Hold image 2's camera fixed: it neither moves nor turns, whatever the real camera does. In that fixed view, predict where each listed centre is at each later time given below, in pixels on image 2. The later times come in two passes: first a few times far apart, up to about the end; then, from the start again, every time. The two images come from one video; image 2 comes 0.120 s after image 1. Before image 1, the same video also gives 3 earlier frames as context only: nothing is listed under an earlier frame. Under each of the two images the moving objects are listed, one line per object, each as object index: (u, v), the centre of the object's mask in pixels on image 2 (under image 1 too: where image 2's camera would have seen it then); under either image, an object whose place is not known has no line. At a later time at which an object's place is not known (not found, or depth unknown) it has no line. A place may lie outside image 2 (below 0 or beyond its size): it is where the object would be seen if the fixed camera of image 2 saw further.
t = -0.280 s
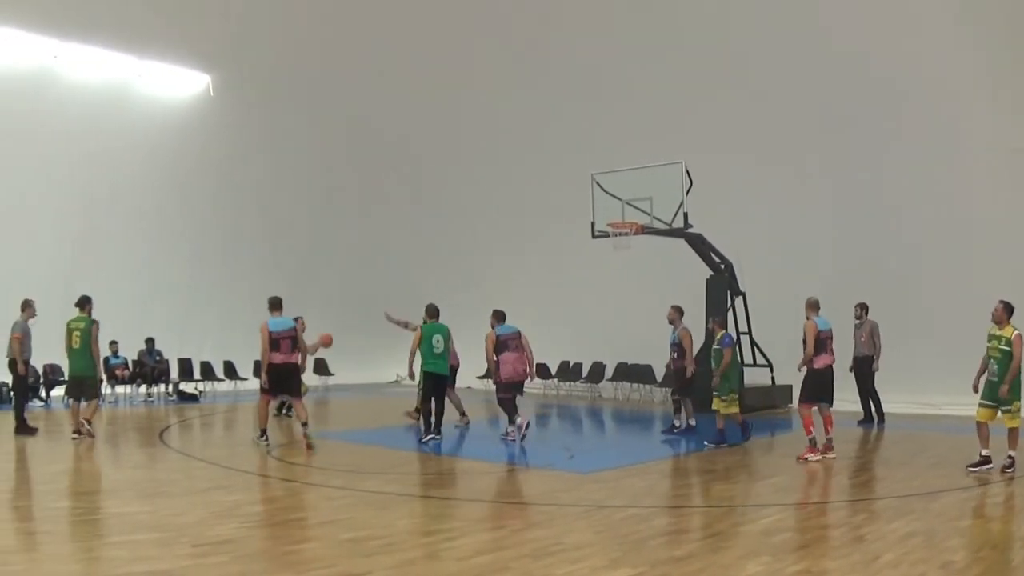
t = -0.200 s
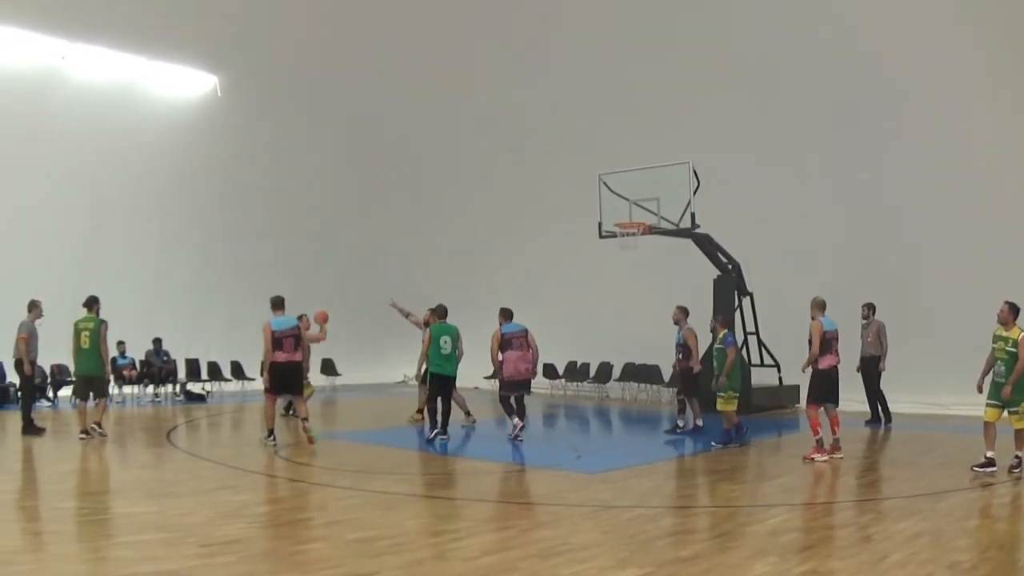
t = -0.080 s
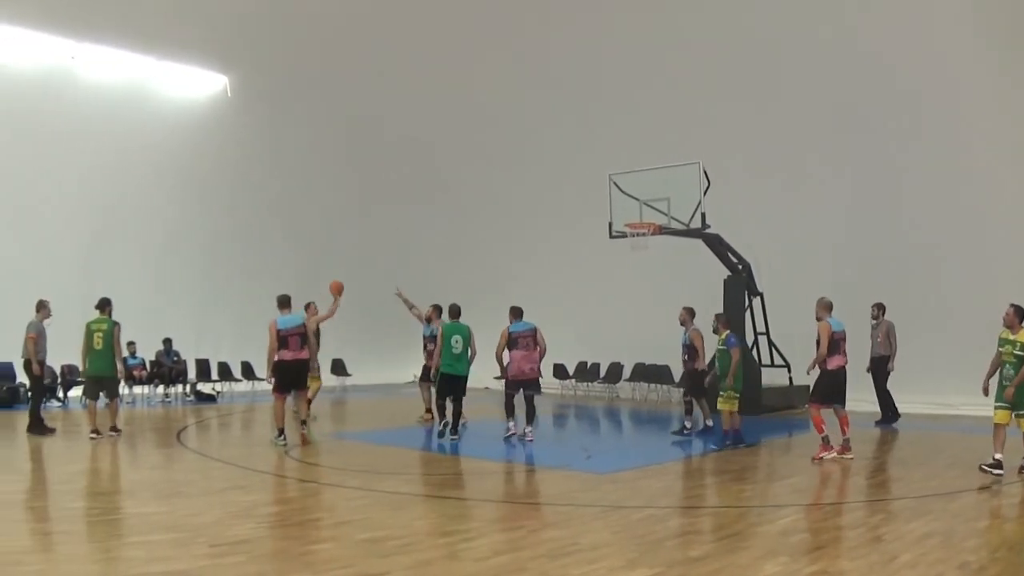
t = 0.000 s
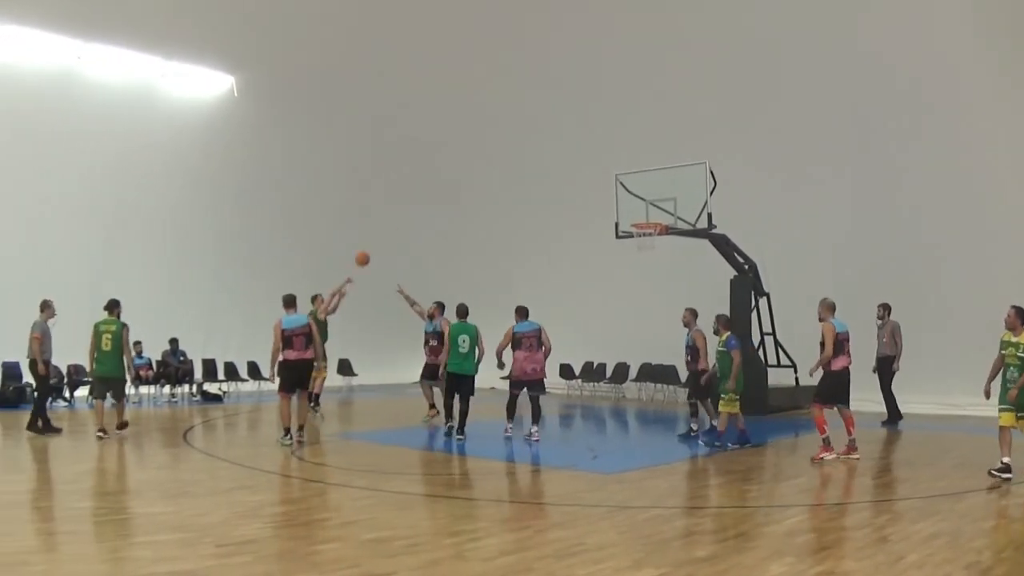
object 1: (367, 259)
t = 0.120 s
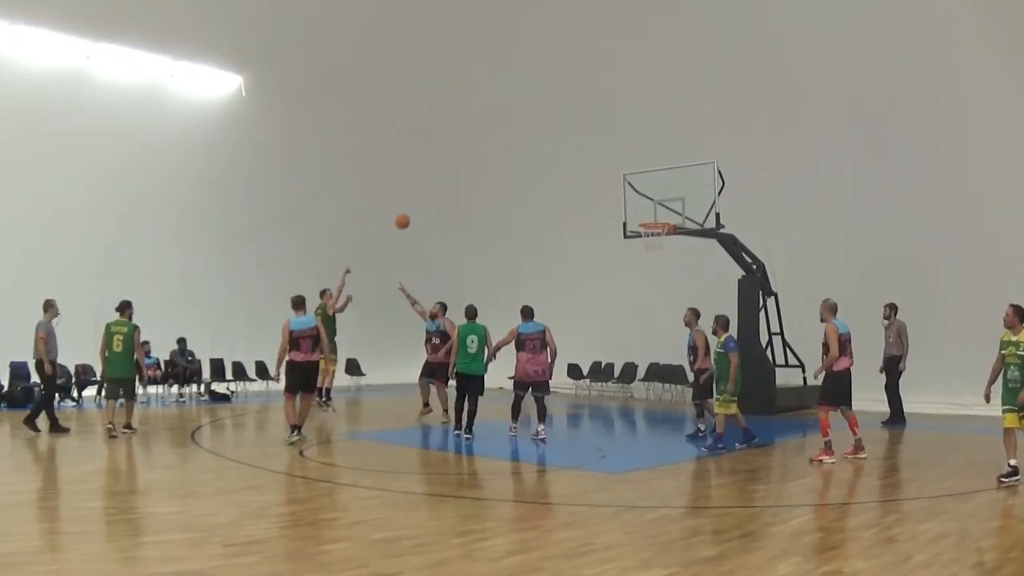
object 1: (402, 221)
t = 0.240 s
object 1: (437, 192)
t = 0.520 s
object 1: (511, 159)
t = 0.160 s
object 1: (414, 211)
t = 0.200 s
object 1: (426, 201)
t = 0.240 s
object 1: (437, 192)
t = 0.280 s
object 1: (448, 185)
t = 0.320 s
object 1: (459, 178)
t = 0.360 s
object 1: (470, 172)
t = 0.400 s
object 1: (481, 167)
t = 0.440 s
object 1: (491, 163)
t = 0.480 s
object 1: (501, 161)
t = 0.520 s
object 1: (511, 159)
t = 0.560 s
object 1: (521, 158)
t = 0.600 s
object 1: (530, 158)
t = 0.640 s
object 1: (539, 160)
